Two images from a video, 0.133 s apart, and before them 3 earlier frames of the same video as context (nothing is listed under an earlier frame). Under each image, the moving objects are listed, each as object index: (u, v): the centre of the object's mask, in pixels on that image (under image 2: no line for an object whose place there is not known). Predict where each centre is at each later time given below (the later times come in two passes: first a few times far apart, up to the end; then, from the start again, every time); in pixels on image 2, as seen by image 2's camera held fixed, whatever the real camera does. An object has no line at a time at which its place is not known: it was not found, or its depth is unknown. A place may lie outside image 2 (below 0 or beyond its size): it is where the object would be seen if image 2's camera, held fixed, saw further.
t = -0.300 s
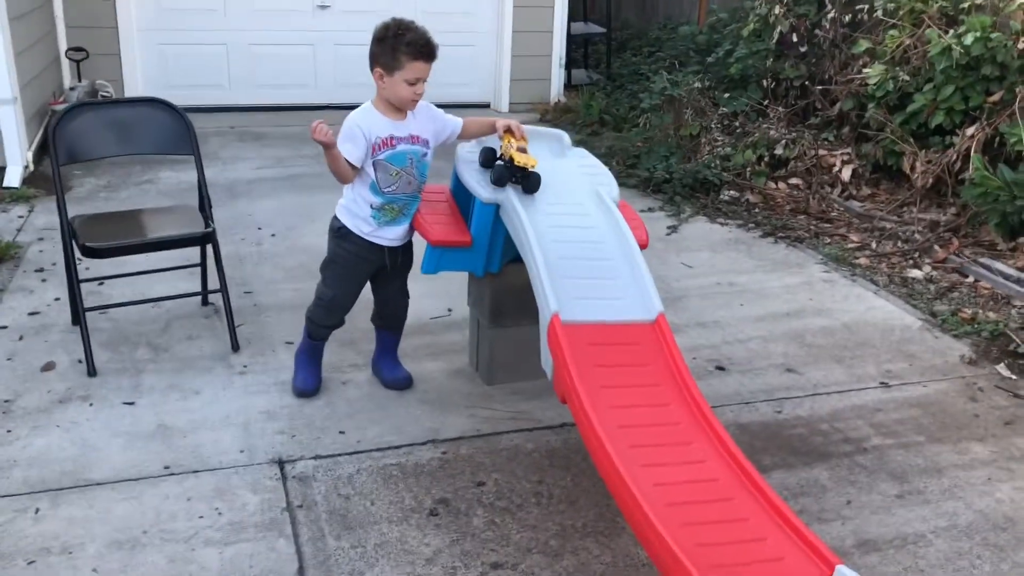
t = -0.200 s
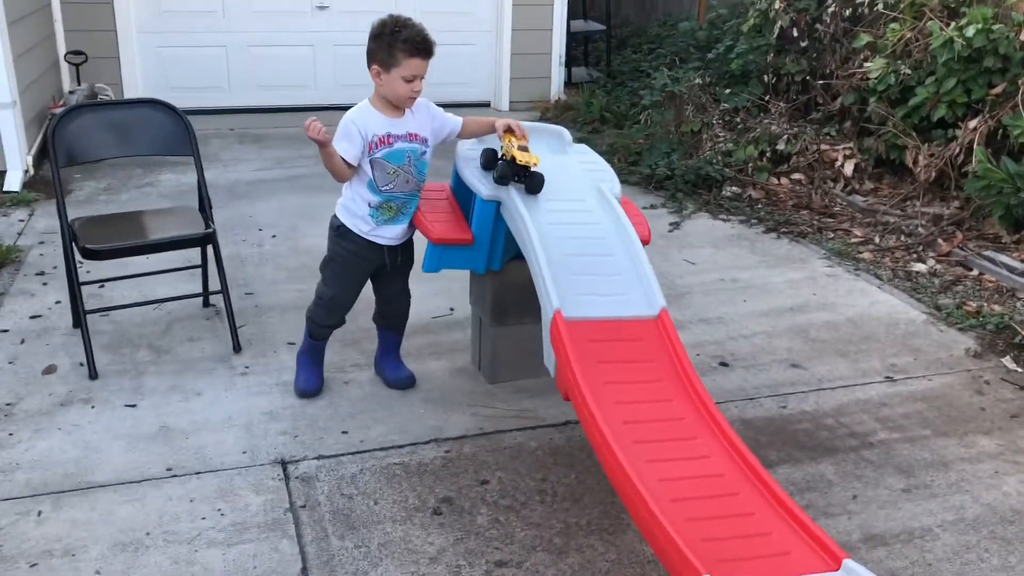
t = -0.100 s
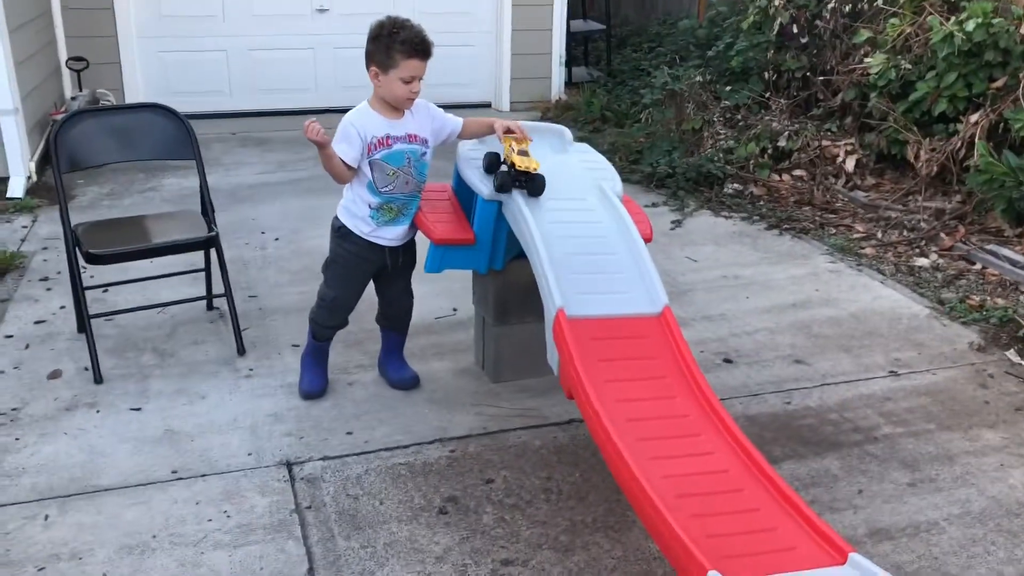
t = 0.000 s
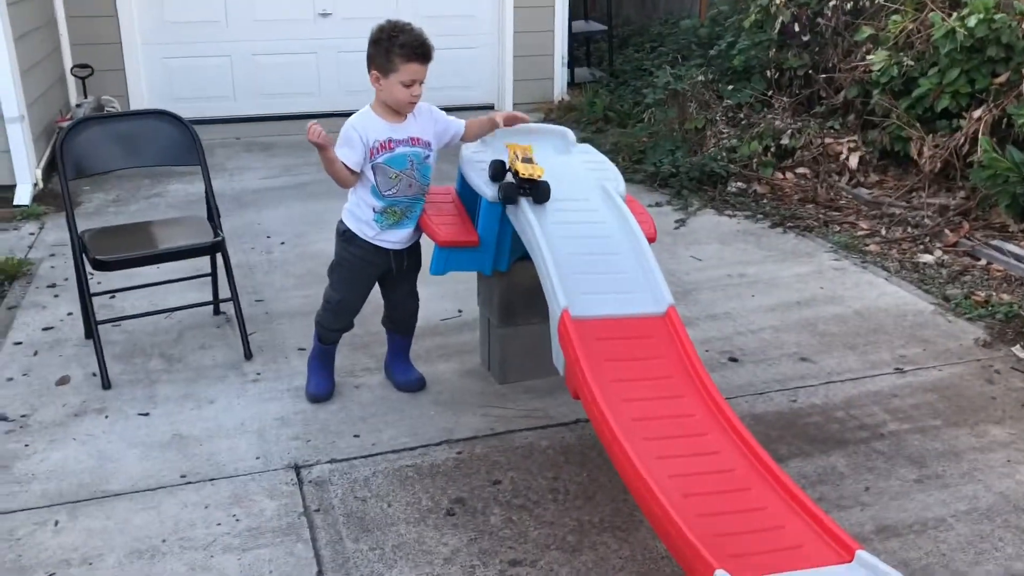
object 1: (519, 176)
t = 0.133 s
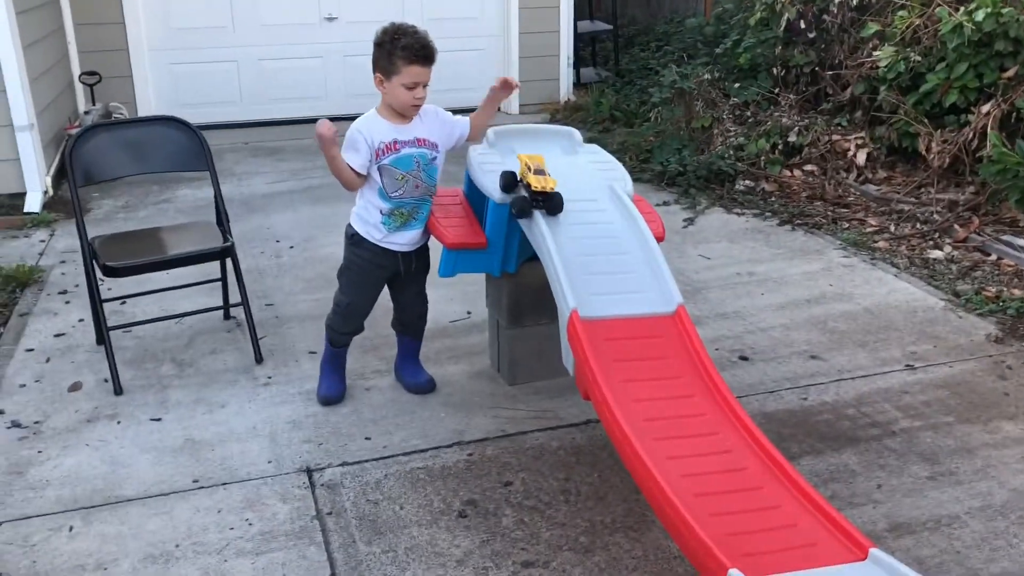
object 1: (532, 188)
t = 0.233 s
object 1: (538, 197)
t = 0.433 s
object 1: (555, 232)
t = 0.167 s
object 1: (534, 191)
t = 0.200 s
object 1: (536, 194)
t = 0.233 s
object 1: (538, 197)
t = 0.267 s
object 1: (540, 202)
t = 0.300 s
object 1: (542, 207)
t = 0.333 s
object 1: (545, 212)
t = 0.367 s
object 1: (548, 217)
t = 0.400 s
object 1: (551, 224)
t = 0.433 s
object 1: (555, 232)
